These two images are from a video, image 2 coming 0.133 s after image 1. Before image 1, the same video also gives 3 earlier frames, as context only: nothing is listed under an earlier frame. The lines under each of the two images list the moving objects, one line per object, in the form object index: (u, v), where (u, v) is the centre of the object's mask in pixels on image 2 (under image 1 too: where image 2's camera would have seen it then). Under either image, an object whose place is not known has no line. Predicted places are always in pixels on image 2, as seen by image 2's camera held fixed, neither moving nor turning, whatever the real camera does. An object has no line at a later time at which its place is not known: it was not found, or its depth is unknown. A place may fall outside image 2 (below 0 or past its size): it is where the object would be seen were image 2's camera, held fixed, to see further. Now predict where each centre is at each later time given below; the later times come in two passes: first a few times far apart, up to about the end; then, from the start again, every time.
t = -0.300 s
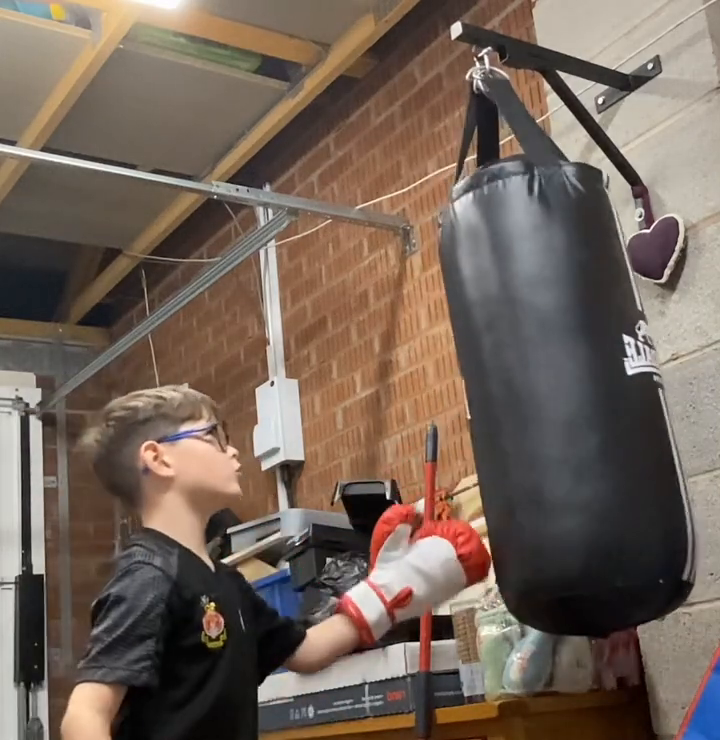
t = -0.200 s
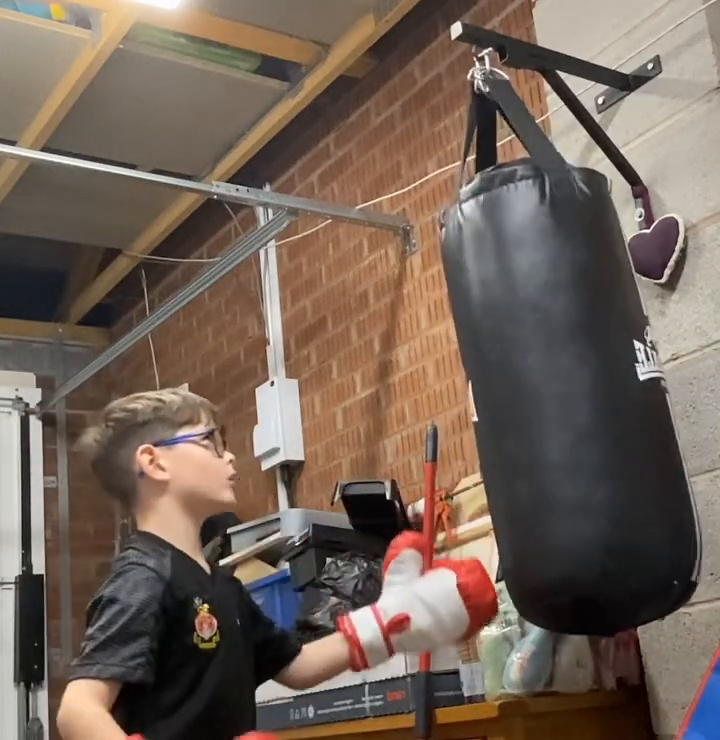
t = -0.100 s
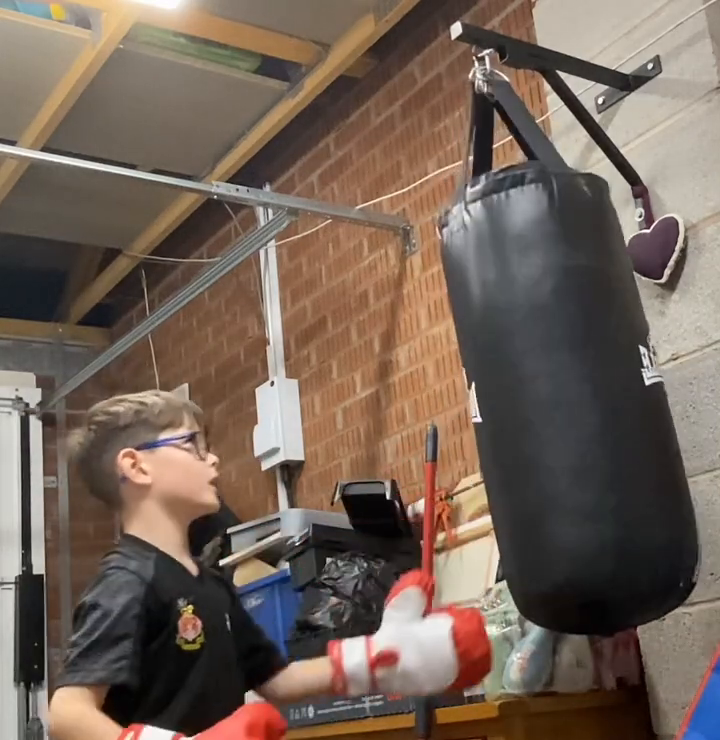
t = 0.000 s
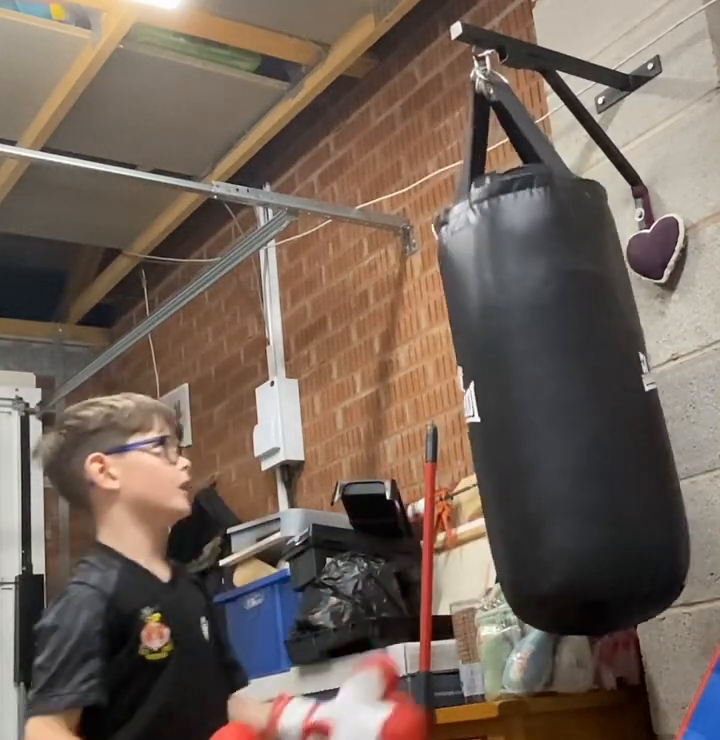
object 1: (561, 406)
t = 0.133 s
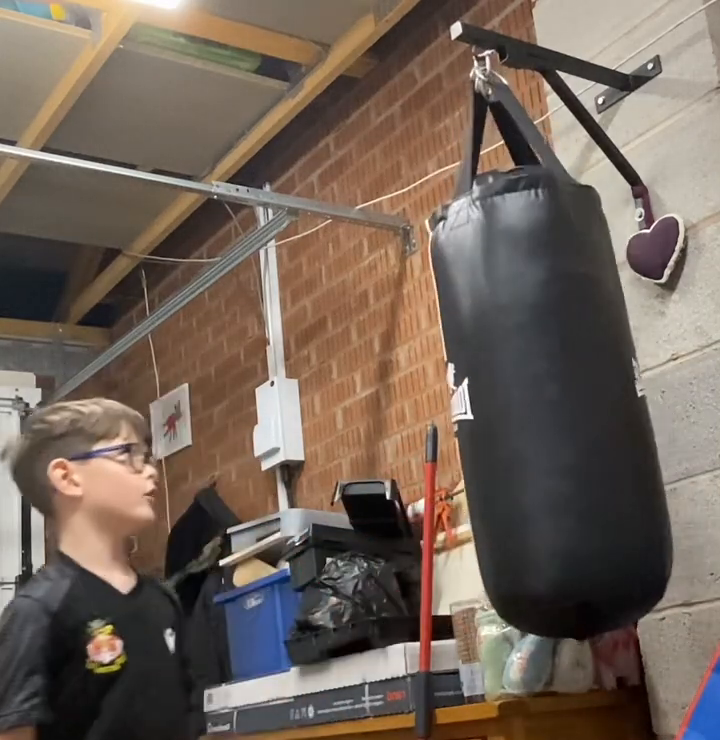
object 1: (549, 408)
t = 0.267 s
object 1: (534, 409)
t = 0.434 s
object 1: (515, 409)
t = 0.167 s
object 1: (545, 408)
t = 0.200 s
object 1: (542, 408)
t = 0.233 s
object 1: (538, 409)
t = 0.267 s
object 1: (534, 409)
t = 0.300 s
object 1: (530, 409)
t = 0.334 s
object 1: (526, 409)
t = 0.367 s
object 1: (522, 409)
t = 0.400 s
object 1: (518, 409)
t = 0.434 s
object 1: (515, 409)
